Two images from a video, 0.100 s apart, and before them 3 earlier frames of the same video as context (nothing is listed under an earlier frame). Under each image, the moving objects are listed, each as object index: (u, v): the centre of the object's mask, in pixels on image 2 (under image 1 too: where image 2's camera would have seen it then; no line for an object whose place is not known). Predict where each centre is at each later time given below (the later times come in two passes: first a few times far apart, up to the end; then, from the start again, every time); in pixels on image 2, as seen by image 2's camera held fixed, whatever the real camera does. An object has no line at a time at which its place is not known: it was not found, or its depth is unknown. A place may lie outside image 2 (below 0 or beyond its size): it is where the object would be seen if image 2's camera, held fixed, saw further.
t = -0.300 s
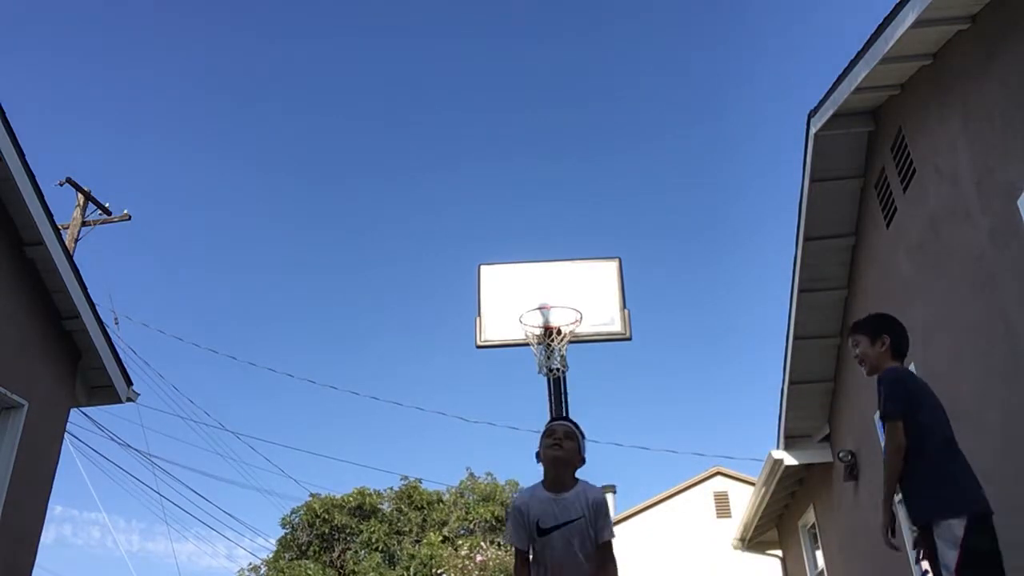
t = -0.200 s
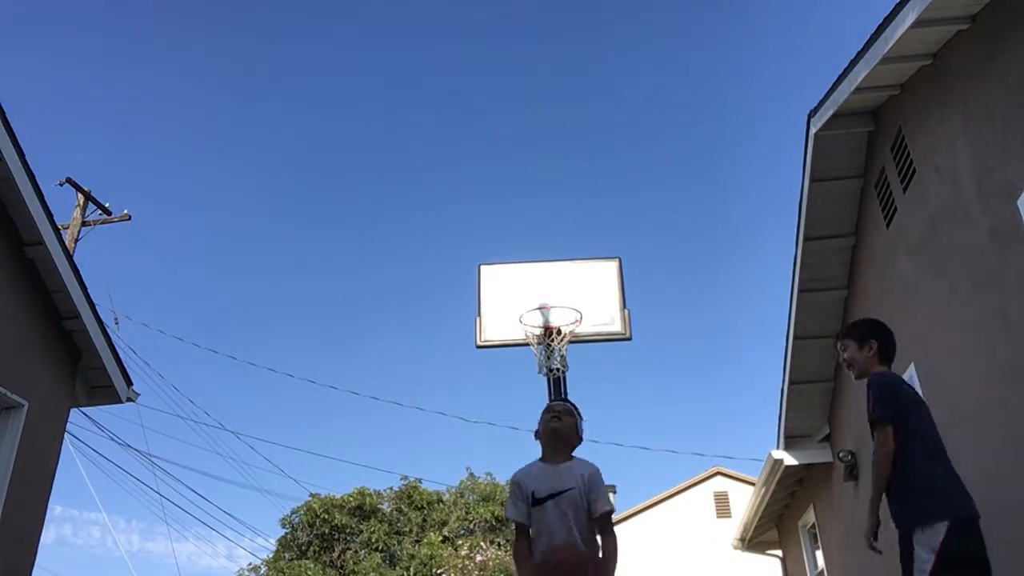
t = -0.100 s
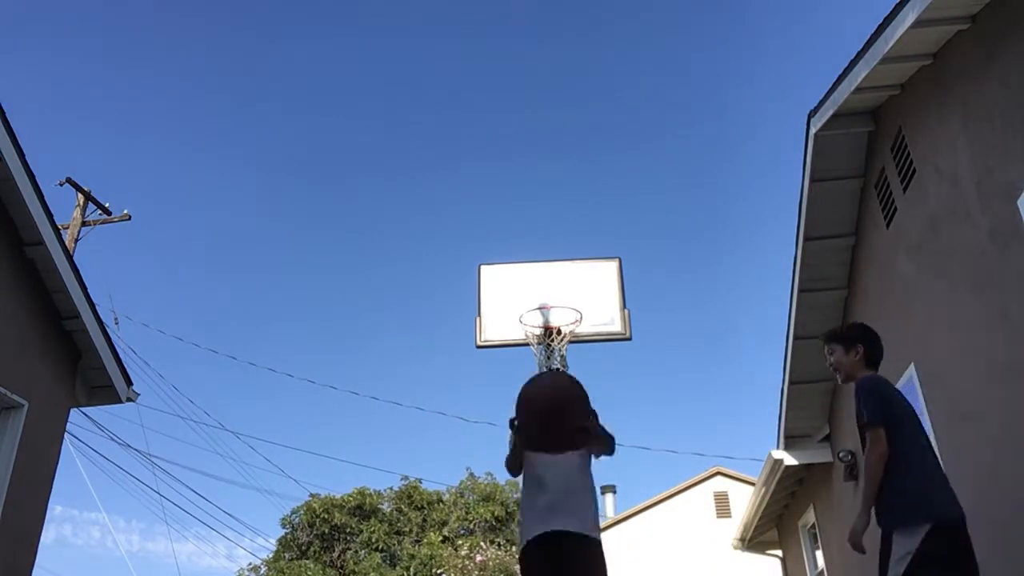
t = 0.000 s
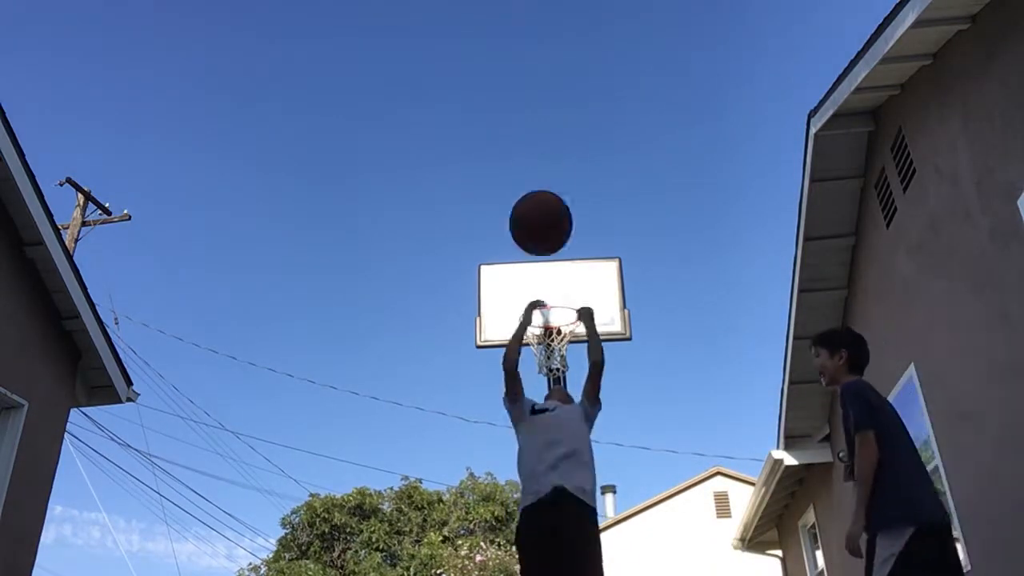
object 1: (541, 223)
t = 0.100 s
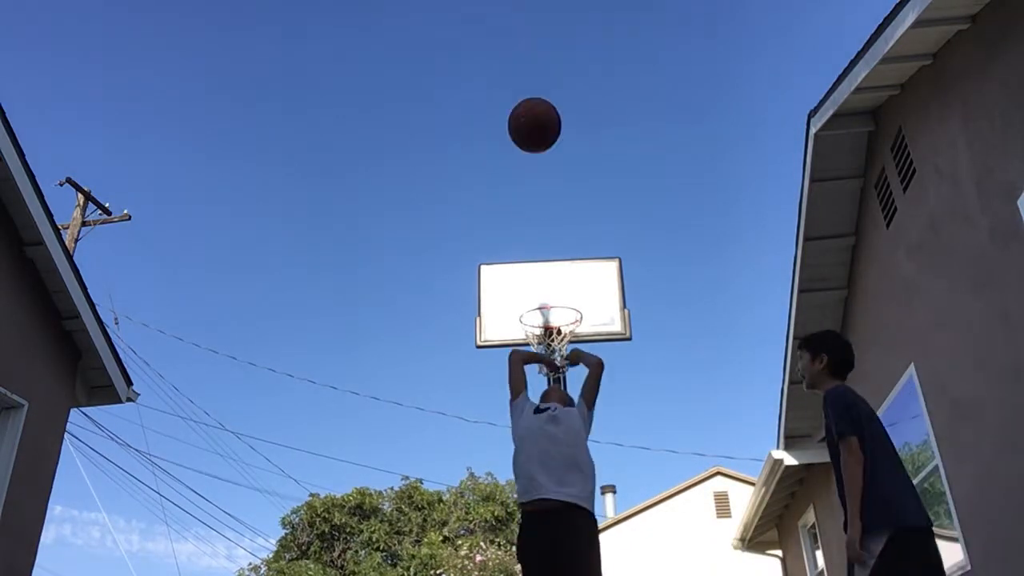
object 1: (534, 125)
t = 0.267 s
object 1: (528, 46)
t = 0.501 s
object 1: (523, 22)
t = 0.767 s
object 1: (520, 66)
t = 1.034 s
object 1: (520, 167)
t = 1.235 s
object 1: (520, 279)
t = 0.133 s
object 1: (533, 102)
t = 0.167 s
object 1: (531, 84)
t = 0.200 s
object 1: (530, 68)
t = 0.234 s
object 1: (529, 56)
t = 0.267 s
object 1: (528, 46)
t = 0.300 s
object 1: (527, 37)
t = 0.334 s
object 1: (526, 31)
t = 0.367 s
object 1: (526, 27)
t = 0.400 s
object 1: (525, 23)
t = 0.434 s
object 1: (524, 22)
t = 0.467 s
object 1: (524, 21)
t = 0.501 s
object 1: (523, 22)
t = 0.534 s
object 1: (523, 24)
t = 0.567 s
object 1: (522, 27)
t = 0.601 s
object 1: (522, 32)
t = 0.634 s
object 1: (522, 37)
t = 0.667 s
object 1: (521, 43)
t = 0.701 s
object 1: (521, 50)
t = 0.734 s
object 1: (521, 58)
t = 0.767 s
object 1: (520, 66)
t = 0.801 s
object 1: (520, 76)
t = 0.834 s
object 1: (520, 86)
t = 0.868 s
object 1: (520, 98)
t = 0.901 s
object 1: (520, 110)
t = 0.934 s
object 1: (520, 123)
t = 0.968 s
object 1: (520, 137)
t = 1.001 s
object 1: (520, 152)
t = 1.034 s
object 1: (520, 167)
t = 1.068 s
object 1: (519, 184)
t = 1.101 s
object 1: (520, 201)
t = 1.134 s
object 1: (519, 219)
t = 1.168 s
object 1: (519, 238)
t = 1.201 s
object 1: (520, 257)
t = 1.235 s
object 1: (520, 279)
